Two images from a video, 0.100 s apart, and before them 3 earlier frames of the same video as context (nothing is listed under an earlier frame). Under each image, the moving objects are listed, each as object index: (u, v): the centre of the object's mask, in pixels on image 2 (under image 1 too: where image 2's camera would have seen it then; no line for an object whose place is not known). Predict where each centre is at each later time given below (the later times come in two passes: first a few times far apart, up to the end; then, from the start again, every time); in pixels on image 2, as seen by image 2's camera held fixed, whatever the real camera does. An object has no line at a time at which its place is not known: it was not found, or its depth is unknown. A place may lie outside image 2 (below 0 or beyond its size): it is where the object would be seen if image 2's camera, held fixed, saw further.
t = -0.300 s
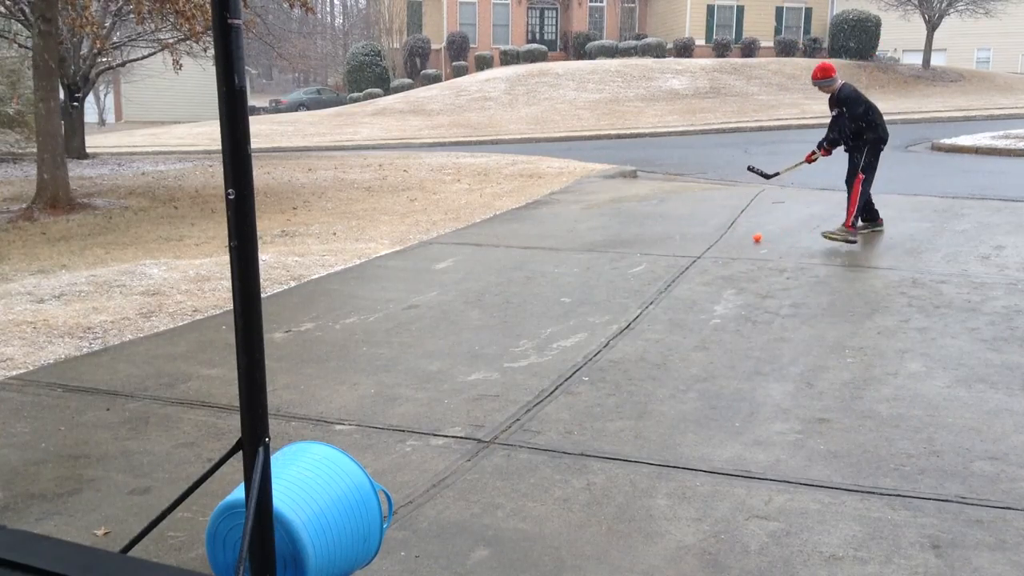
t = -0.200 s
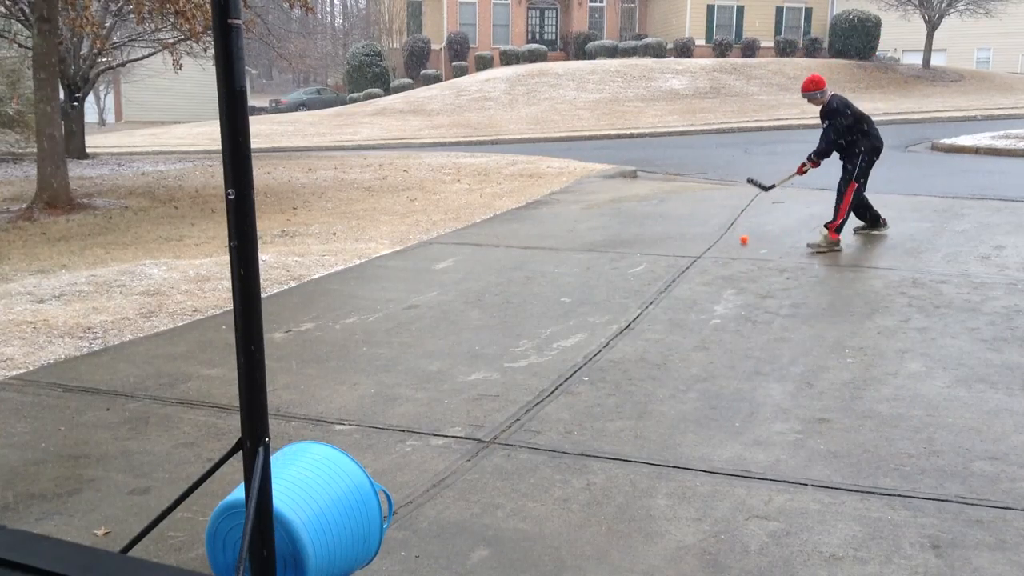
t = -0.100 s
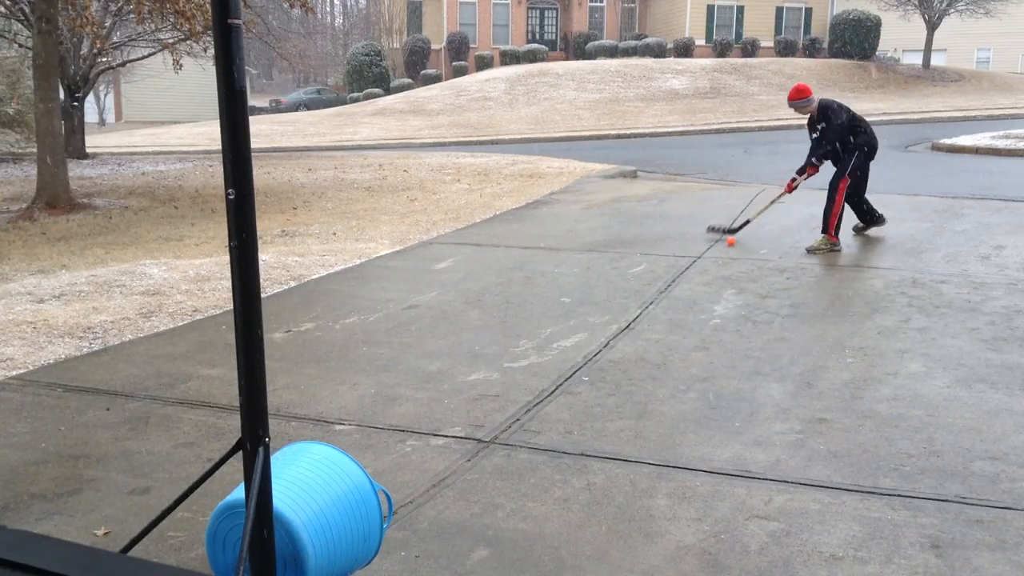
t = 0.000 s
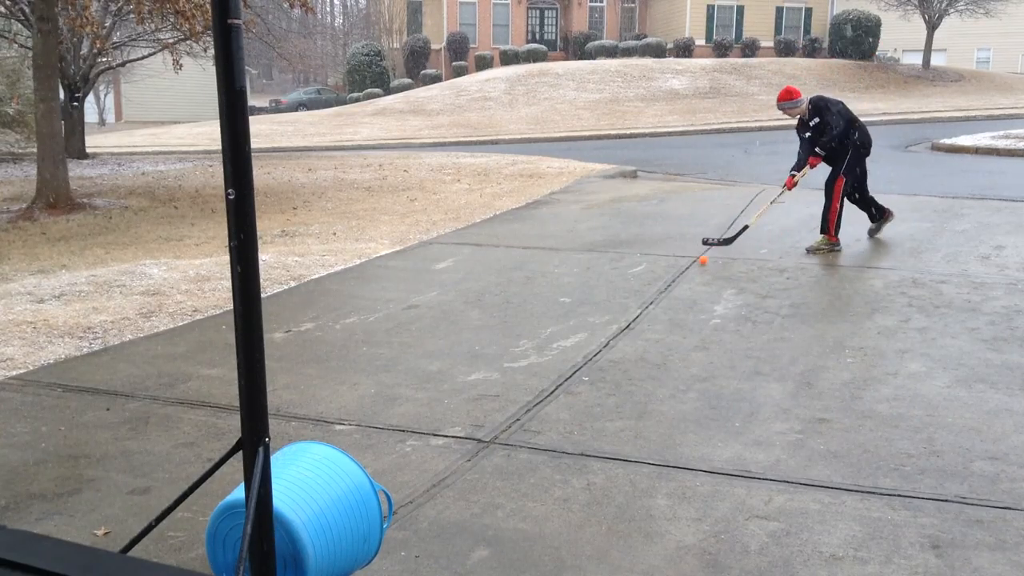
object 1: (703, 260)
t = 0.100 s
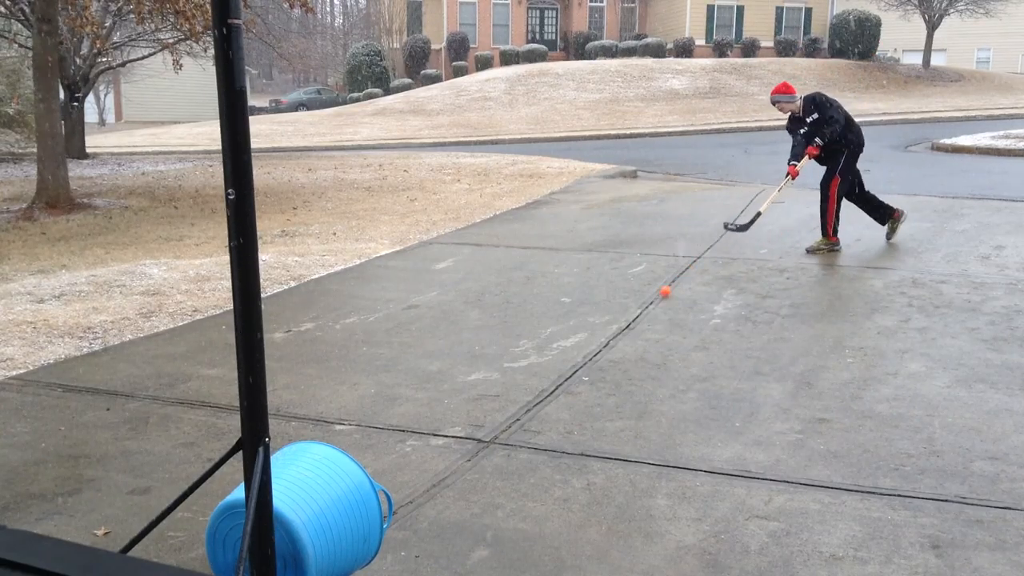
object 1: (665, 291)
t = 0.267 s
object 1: (581, 353)
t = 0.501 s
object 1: (389, 462)
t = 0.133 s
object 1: (651, 301)
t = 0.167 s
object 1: (635, 311)
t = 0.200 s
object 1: (619, 323)
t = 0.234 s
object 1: (601, 339)
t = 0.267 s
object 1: (581, 353)
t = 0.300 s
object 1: (560, 366)
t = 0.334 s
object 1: (538, 382)
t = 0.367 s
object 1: (513, 395)
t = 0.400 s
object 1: (485, 412)
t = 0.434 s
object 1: (455, 429)
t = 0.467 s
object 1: (423, 447)
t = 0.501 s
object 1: (389, 462)
